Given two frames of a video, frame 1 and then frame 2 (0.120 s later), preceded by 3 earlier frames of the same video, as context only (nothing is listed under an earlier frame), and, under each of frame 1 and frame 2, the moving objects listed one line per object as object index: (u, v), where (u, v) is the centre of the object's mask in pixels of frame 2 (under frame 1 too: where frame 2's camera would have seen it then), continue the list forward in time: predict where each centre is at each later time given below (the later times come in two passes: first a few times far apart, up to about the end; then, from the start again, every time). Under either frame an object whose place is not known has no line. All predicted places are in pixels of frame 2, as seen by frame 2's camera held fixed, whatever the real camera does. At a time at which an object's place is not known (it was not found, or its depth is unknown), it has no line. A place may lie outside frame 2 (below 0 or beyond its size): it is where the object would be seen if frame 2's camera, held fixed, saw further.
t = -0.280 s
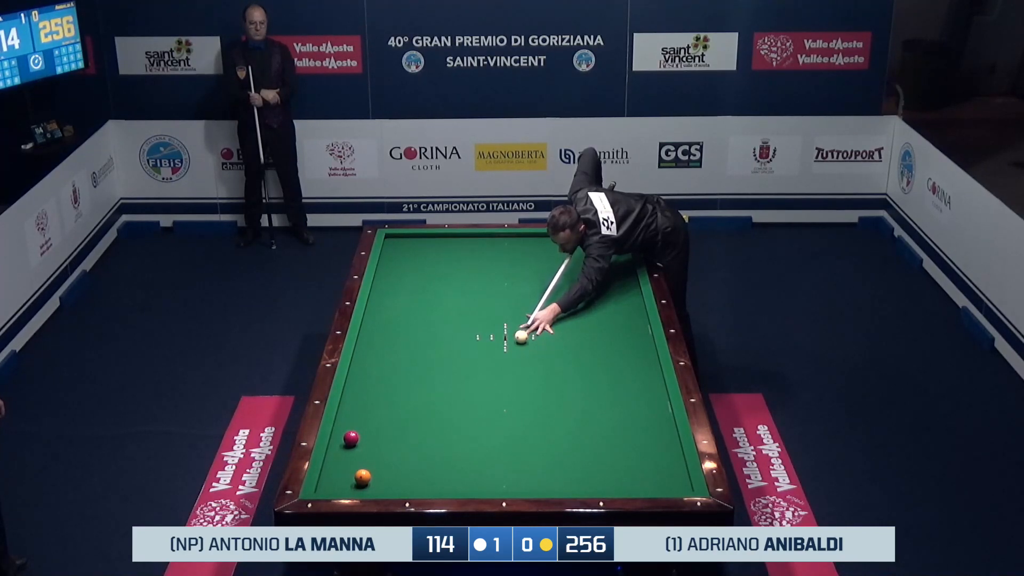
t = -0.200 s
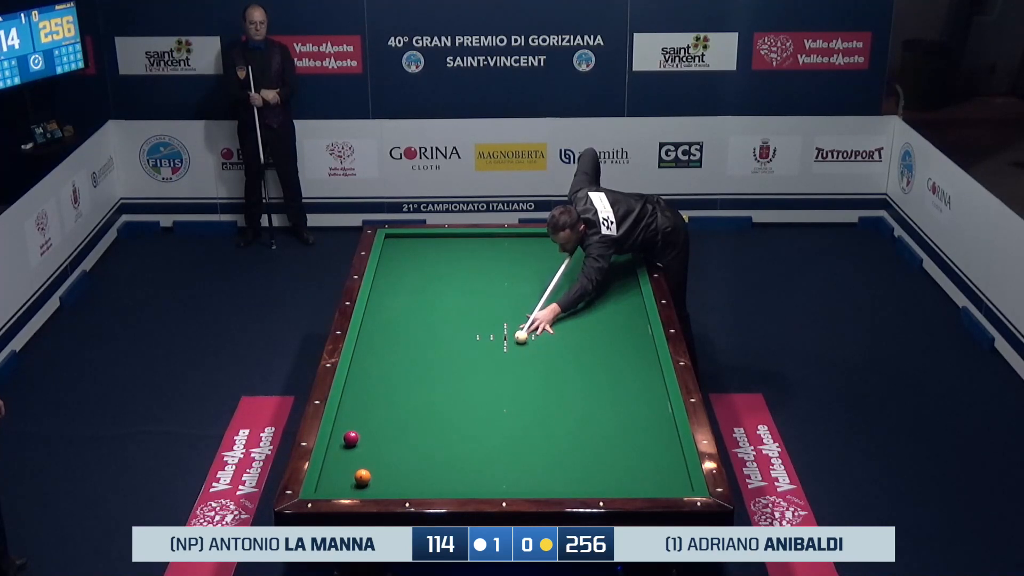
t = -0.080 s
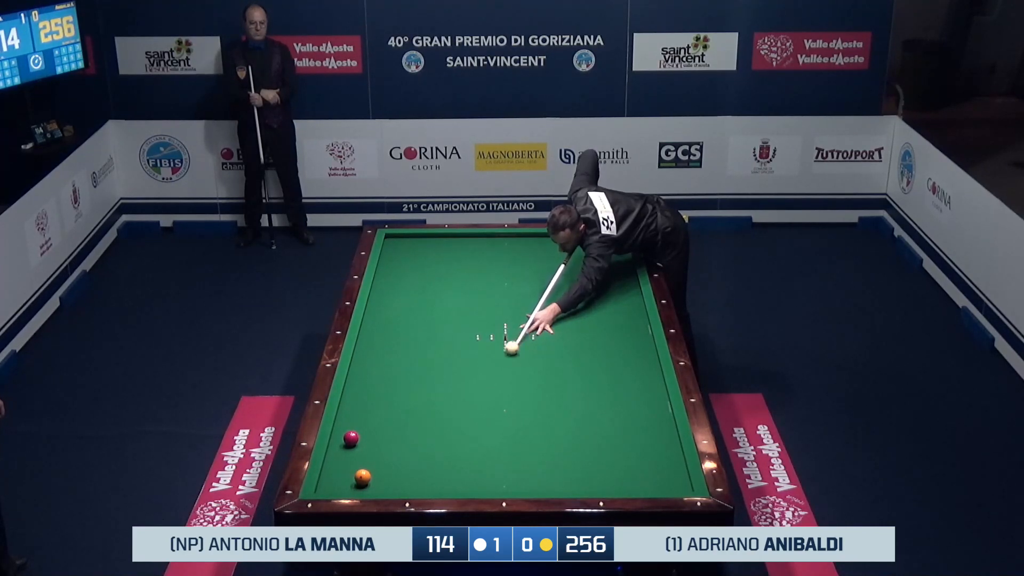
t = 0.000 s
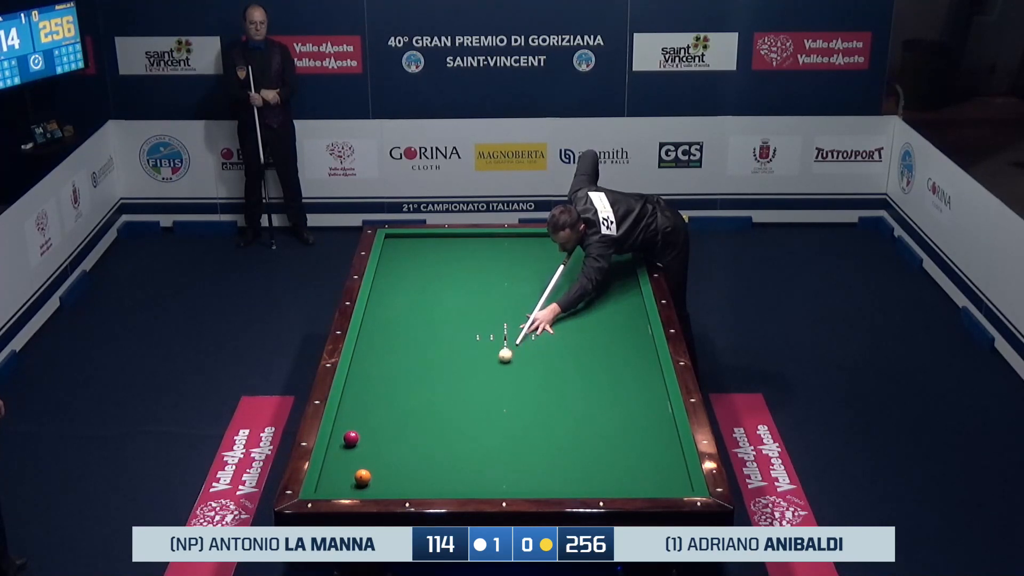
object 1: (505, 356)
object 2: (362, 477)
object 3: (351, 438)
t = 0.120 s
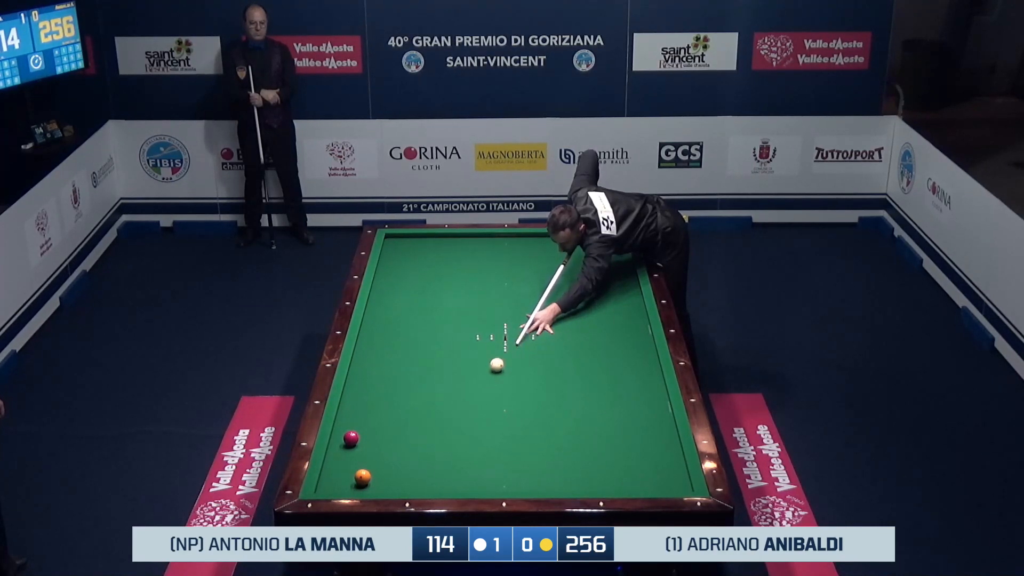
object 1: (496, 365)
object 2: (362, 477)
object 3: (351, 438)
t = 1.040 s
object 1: (440, 423)
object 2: (362, 477)
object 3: (351, 438)
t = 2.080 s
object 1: (368, 486)
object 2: (362, 476)
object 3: (351, 438)
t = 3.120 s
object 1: (326, 481)
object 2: (344, 450)
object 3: (351, 438)
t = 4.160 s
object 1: (345, 474)
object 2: (343, 439)
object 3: (357, 434)
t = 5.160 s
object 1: (352, 471)
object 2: (345, 437)
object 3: (362, 430)
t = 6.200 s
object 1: (353, 471)
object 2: (345, 437)
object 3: (362, 430)
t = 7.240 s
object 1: (353, 471)
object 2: (344, 437)
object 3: (362, 430)
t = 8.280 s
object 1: (353, 471)
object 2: (344, 437)
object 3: (363, 429)
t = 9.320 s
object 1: (353, 471)
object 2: (344, 437)
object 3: (363, 429)
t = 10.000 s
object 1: (353, 471)
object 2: (344, 437)
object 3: (363, 429)
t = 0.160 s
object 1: (494, 368)
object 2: (363, 477)
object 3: (351, 438)
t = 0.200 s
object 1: (491, 371)
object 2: (362, 477)
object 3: (351, 438)
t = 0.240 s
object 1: (489, 373)
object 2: (362, 477)
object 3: (351, 438)
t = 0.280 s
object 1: (487, 376)
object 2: (362, 477)
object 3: (351, 438)
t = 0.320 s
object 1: (484, 378)
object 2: (362, 477)
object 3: (351, 438)
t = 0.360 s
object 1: (482, 380)
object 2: (362, 477)
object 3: (351, 438)
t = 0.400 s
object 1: (480, 383)
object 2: (362, 477)
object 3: (351, 438)
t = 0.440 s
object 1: (477, 385)
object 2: (362, 477)
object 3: (351, 438)
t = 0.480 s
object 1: (475, 388)
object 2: (362, 477)
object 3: (351, 438)
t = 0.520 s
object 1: (472, 390)
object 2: (362, 477)
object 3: (351, 438)
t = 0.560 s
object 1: (470, 393)
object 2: (362, 477)
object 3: (351, 438)
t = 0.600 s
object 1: (467, 395)
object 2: (362, 477)
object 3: (351, 438)
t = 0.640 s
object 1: (465, 397)
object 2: (362, 477)
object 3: (351, 438)
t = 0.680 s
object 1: (462, 400)
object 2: (362, 477)
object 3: (351, 438)
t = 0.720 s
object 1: (460, 403)
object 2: (363, 477)
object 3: (351, 438)
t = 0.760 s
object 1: (457, 405)
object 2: (363, 477)
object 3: (351, 438)
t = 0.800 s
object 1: (455, 408)
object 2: (363, 477)
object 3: (351, 438)
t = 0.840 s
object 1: (452, 410)
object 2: (362, 477)
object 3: (351, 438)
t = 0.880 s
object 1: (450, 413)
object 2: (363, 477)
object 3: (351, 438)
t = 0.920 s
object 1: (447, 415)
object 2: (362, 477)
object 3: (351, 438)
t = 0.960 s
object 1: (445, 418)
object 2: (363, 477)
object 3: (351, 438)
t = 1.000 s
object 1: (442, 421)
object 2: (362, 477)
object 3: (351, 438)
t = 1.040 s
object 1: (440, 423)
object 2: (362, 477)
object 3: (351, 438)
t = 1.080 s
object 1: (437, 426)
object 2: (363, 477)
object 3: (351, 438)
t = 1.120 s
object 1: (434, 428)
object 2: (362, 477)
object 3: (351, 438)
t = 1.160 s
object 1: (432, 431)
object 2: (362, 477)
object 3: (351, 438)
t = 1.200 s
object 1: (429, 434)
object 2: (362, 477)
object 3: (351, 438)
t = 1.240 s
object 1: (427, 437)
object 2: (362, 477)
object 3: (351, 438)
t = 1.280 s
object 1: (424, 439)
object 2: (362, 477)
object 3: (351, 438)
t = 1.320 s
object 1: (421, 442)
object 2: (362, 477)
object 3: (351, 438)
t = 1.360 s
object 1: (418, 445)
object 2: (362, 477)
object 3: (351, 438)
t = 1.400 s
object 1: (416, 448)
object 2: (362, 477)
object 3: (351, 438)
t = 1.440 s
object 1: (413, 450)
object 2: (362, 477)
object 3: (351, 438)
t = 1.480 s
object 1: (411, 453)
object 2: (362, 477)
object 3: (351, 438)
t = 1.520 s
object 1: (408, 456)
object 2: (362, 477)
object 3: (351, 438)
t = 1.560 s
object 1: (405, 458)
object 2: (362, 477)
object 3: (351, 438)
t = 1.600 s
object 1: (402, 461)
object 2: (362, 477)
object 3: (351, 438)
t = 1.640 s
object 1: (400, 464)
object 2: (362, 477)
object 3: (351, 438)
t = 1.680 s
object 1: (397, 467)
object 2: (363, 477)
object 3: (351, 438)
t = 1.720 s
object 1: (394, 470)
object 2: (362, 477)
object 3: (351, 438)
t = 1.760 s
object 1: (391, 473)
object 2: (362, 477)
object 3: (351, 438)
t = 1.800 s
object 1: (388, 476)
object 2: (363, 477)
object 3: (351, 438)
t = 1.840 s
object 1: (386, 479)
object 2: (362, 477)
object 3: (351, 438)
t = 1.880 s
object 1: (383, 481)
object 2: (362, 477)
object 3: (351, 438)
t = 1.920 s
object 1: (380, 483)
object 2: (362, 477)
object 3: (351, 438)
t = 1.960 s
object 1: (377, 485)
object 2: (362, 477)
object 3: (351, 438)
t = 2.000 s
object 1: (375, 487)
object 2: (362, 477)
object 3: (351, 438)
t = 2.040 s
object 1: (372, 487)
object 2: (362, 477)
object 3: (351, 438)
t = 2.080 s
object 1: (368, 486)
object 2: (362, 476)
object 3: (351, 438)
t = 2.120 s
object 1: (366, 485)
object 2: (362, 474)
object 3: (351, 438)
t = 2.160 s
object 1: (364, 485)
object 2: (361, 473)
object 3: (351, 438)
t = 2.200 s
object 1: (362, 485)
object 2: (360, 472)
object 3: (351, 438)
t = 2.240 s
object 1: (360, 485)
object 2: (360, 471)
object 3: (351, 438)
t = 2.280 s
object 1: (358, 485)
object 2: (359, 471)
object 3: (351, 438)
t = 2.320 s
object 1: (357, 484)
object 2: (358, 470)
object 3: (351, 438)
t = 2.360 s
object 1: (355, 484)
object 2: (358, 469)
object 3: (351, 438)
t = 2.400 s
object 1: (353, 484)
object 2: (357, 468)
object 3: (351, 438)
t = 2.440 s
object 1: (351, 484)
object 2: (356, 468)
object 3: (351, 438)
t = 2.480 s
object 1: (350, 484)
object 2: (355, 467)
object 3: (351, 438)
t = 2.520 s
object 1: (348, 484)
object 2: (354, 466)
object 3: (351, 438)
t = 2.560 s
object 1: (346, 483)
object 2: (354, 464)
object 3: (351, 438)
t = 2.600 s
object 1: (344, 484)
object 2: (353, 463)
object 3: (351, 438)
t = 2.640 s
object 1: (343, 483)
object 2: (352, 462)
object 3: (351, 438)
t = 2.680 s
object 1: (341, 483)
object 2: (352, 461)
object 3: (351, 438)
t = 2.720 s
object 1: (339, 483)
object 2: (351, 460)
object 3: (351, 438)
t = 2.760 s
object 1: (338, 483)
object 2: (350, 459)
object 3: (351, 438)
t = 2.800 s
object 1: (336, 483)
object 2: (350, 458)
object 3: (351, 438)
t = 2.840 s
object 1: (335, 483)
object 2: (349, 457)
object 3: (351, 438)
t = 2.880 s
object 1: (333, 482)
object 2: (348, 456)
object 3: (351, 439)
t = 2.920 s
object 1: (332, 482)
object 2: (348, 455)
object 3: (351, 438)
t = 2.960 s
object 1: (330, 482)
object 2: (347, 454)
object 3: (351, 438)
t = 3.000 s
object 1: (328, 482)
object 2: (346, 453)
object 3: (351, 438)
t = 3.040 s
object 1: (327, 482)
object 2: (346, 452)
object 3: (351, 438)
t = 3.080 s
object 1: (325, 482)
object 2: (345, 451)
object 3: (351, 438)
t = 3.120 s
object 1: (326, 481)
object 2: (344, 450)
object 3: (351, 438)
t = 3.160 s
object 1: (327, 481)
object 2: (344, 449)
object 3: (351, 438)
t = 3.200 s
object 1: (328, 481)
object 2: (343, 448)
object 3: (352, 438)
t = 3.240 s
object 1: (329, 480)
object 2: (342, 447)
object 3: (352, 438)
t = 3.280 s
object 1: (330, 480)
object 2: (342, 447)
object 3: (352, 438)
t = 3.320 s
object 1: (331, 480)
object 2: (341, 446)
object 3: (352, 438)
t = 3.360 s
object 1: (331, 479)
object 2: (340, 445)
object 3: (352, 438)
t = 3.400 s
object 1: (332, 479)
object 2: (340, 444)
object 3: (352, 438)
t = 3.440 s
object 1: (333, 479)
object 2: (339, 444)
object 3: (352, 438)
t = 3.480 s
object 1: (334, 478)
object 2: (338, 443)
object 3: (352, 438)
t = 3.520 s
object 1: (335, 478)
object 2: (337, 443)
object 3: (352, 438)
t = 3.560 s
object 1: (335, 478)
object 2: (336, 442)
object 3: (352, 438)
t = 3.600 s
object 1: (336, 478)
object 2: (337, 441)
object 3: (353, 437)
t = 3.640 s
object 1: (337, 477)
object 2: (338, 441)
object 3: (353, 437)
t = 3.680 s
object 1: (337, 477)
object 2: (338, 441)
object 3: (353, 437)
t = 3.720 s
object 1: (338, 477)
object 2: (339, 441)
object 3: (354, 437)
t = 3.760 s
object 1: (339, 477)
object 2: (339, 441)
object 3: (354, 436)
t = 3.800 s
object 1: (339, 476)
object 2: (340, 440)
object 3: (354, 436)
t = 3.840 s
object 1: (340, 476)
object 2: (341, 440)
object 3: (355, 436)
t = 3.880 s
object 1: (341, 476)
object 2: (341, 440)
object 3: (355, 436)
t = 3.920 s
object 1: (341, 476)
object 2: (341, 439)
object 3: (355, 435)
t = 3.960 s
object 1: (342, 476)
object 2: (341, 439)
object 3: (356, 435)
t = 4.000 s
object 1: (342, 475)
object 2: (342, 439)
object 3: (356, 435)
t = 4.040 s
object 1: (343, 475)
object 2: (342, 439)
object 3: (356, 434)
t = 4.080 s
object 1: (344, 475)
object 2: (342, 439)
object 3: (357, 434)
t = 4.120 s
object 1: (344, 474)
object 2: (342, 439)
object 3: (357, 434)
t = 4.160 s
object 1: (345, 474)
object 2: (343, 439)
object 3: (357, 434)
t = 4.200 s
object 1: (345, 474)
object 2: (343, 439)
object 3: (358, 433)
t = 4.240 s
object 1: (346, 474)
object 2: (343, 438)
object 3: (358, 433)
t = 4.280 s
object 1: (346, 474)
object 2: (343, 438)
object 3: (358, 433)
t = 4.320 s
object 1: (346, 474)
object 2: (344, 438)
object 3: (359, 433)
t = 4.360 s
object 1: (347, 473)
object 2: (344, 438)
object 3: (359, 432)
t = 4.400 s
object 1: (347, 473)
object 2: (344, 438)
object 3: (359, 432)
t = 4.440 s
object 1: (348, 473)
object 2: (344, 438)
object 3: (359, 432)
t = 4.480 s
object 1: (348, 473)
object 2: (344, 438)
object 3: (360, 432)
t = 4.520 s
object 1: (348, 473)
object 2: (344, 438)
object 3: (360, 432)
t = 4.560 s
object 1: (349, 473)
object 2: (345, 437)
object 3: (360, 432)
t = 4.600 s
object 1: (349, 473)
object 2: (345, 437)
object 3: (360, 431)
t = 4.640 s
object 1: (349, 473)
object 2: (345, 437)
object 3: (361, 431)
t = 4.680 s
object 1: (350, 472)
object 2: (345, 437)
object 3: (361, 431)
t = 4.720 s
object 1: (350, 472)
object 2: (345, 437)
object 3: (361, 431)
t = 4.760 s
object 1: (350, 472)
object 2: (345, 437)
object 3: (361, 431)
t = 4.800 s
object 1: (351, 472)
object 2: (345, 437)
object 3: (361, 430)
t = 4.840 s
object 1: (351, 472)
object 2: (345, 437)
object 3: (361, 431)
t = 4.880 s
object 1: (351, 472)
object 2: (345, 437)
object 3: (361, 431)
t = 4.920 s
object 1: (351, 472)
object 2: (345, 437)
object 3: (361, 430)
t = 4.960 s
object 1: (351, 471)
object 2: (345, 437)
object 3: (361, 430)
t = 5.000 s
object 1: (352, 471)
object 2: (345, 437)
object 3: (362, 430)
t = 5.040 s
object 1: (352, 471)
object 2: (345, 437)
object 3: (362, 430)
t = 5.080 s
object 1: (352, 471)
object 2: (345, 437)
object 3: (362, 430)
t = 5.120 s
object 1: (352, 471)
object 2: (345, 437)
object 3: (362, 430)
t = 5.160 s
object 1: (352, 471)
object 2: (345, 437)
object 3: (362, 430)
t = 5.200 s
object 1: (352, 471)
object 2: (345, 437)
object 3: (362, 430)
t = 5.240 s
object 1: (352, 471)
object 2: (345, 437)
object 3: (362, 430)
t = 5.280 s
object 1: (353, 471)
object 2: (345, 437)
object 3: (362, 430)
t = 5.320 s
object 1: (353, 471)
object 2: (345, 437)
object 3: (362, 430)
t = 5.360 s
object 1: (353, 471)
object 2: (345, 437)
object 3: (362, 430)
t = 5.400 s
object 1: (353, 471)
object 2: (345, 437)
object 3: (362, 430)
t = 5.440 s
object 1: (353, 471)
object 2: (345, 437)
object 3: (362, 430)
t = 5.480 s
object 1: (353, 471)
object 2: (345, 437)
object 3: (362, 430)
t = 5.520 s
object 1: (353, 471)
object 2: (345, 437)
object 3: (362, 429)
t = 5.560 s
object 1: (353, 471)
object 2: (345, 437)
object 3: (362, 430)
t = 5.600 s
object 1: (353, 471)
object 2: (344, 437)
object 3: (362, 430)
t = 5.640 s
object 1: (353, 471)
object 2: (344, 437)
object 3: (362, 430)
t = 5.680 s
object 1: (353, 471)
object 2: (344, 437)
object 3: (362, 430)
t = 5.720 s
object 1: (353, 471)
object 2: (345, 437)
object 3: (362, 430)
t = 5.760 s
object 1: (353, 471)
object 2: (345, 437)
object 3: (362, 430)
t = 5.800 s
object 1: (353, 471)
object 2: (345, 437)
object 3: (362, 430)
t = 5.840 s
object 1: (353, 471)
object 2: (345, 437)
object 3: (362, 430)
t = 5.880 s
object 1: (353, 471)
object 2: (345, 437)
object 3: (362, 430)
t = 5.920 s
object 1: (353, 471)
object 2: (345, 437)
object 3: (362, 430)
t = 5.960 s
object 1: (353, 471)
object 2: (345, 437)
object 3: (362, 430)
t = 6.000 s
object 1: (353, 471)
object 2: (345, 437)
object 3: (362, 430)
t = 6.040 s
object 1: (353, 471)
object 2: (345, 437)
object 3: (362, 430)
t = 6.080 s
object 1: (353, 471)
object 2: (345, 437)
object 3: (362, 430)
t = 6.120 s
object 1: (353, 471)
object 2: (345, 437)
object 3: (362, 430)
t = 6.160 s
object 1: (353, 471)
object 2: (345, 437)
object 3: (362, 430)
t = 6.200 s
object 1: (353, 471)
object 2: (345, 437)
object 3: (362, 430)
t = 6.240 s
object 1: (353, 471)
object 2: (345, 437)
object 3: (362, 430)
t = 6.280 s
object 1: (353, 471)
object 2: (345, 437)
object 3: (362, 430)
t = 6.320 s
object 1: (353, 471)
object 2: (345, 437)
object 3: (362, 430)
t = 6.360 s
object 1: (353, 471)
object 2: (345, 437)
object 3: (362, 430)
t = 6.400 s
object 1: (353, 471)
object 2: (345, 437)
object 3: (362, 430)
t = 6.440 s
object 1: (353, 471)
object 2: (345, 437)
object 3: (362, 430)
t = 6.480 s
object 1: (353, 471)
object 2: (345, 437)
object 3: (362, 430)
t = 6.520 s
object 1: (353, 471)
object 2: (345, 437)
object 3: (362, 430)
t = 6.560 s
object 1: (353, 471)
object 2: (345, 437)
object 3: (362, 430)
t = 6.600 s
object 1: (353, 471)
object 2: (345, 437)
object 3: (362, 430)
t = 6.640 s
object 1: (353, 471)
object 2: (345, 437)
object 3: (362, 430)
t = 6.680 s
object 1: (353, 471)
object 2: (345, 437)
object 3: (362, 430)
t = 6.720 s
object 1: (353, 471)
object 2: (344, 437)
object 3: (362, 430)
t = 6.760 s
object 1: (353, 471)
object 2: (345, 437)
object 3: (362, 430)
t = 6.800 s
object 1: (353, 471)
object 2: (345, 437)
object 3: (362, 430)
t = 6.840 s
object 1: (353, 471)
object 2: (345, 437)
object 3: (362, 430)
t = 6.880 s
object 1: (353, 471)
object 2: (345, 437)
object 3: (362, 430)
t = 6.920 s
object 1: (353, 471)
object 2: (345, 437)
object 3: (362, 430)
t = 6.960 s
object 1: (353, 471)
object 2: (344, 437)
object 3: (362, 430)
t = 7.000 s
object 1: (353, 471)
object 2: (344, 437)
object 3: (362, 430)
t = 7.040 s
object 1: (353, 471)
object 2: (344, 437)
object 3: (362, 430)
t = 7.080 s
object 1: (353, 471)
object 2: (344, 437)
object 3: (362, 430)
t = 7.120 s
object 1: (353, 471)
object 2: (344, 437)
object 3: (362, 430)
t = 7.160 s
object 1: (353, 471)
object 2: (344, 437)
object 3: (362, 430)
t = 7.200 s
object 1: (353, 471)
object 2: (344, 437)
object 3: (362, 430)
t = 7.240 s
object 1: (353, 471)
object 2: (344, 437)
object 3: (362, 430)
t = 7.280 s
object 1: (353, 471)
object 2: (344, 437)
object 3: (362, 430)
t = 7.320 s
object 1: (353, 471)
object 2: (344, 437)
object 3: (362, 430)
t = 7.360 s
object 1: (353, 471)
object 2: (344, 437)
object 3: (362, 430)
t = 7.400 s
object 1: (353, 471)
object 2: (344, 437)
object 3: (362, 430)
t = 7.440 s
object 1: (353, 471)
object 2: (344, 437)
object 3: (362, 430)
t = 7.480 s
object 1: (353, 471)
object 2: (344, 437)
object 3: (362, 429)
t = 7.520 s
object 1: (353, 471)
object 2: (344, 437)
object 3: (363, 429)
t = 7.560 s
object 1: (353, 471)
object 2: (344, 437)
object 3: (362, 429)
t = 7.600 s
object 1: (353, 471)
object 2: (344, 437)
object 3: (362, 429)
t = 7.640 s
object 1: (353, 471)
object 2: (344, 437)
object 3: (362, 429)
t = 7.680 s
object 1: (353, 471)
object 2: (344, 437)
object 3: (362, 429)
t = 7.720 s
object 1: (353, 471)
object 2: (344, 437)
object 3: (363, 429)
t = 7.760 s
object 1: (353, 471)
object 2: (344, 437)
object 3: (363, 429)
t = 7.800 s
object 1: (353, 471)
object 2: (344, 437)
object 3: (363, 429)
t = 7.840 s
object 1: (353, 471)
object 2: (344, 437)
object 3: (363, 429)
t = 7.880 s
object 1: (353, 471)
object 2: (344, 437)
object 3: (362, 429)
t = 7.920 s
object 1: (353, 471)
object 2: (344, 437)
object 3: (362, 429)
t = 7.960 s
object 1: (353, 471)
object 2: (344, 437)
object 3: (362, 429)
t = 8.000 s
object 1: (353, 471)
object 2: (344, 437)
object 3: (362, 429)
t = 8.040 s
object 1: (353, 471)
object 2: (344, 437)
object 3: (363, 429)
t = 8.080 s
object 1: (353, 471)
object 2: (344, 437)
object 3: (362, 429)
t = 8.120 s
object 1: (353, 471)
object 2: (344, 437)
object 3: (363, 429)
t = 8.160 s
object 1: (353, 471)
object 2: (344, 437)
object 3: (363, 429)
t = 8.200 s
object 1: (353, 471)
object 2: (344, 437)
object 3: (363, 429)
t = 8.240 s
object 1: (353, 471)
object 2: (344, 437)
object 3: (362, 429)
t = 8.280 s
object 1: (353, 471)
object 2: (344, 437)
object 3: (363, 429)
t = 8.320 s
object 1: (353, 471)
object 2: (344, 437)
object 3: (363, 429)
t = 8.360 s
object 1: (353, 471)
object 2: (344, 437)
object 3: (363, 429)
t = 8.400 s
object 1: (353, 471)
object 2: (344, 437)
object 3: (363, 429)
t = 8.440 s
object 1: (353, 471)
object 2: (344, 437)
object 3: (363, 429)
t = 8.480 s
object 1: (353, 471)
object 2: (344, 437)
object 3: (363, 429)
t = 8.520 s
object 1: (353, 471)
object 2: (344, 437)
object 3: (363, 429)
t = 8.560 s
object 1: (353, 471)
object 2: (344, 437)
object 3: (363, 429)
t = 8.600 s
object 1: (353, 471)
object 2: (344, 437)
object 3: (363, 429)
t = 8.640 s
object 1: (353, 471)
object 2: (344, 437)
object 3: (363, 429)
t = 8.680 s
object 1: (353, 471)
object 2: (344, 437)
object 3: (363, 429)
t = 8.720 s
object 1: (353, 471)
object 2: (344, 437)
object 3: (363, 429)
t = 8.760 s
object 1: (353, 471)
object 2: (344, 437)
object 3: (363, 429)
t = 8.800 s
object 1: (353, 471)
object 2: (344, 437)
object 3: (363, 429)
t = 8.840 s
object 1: (353, 471)
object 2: (344, 437)
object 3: (363, 429)
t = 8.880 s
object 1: (353, 471)
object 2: (344, 437)
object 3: (363, 429)
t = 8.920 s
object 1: (353, 471)
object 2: (344, 437)
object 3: (363, 429)
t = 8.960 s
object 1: (353, 471)
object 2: (344, 437)
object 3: (362, 429)
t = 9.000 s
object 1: (353, 471)
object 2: (344, 437)
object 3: (363, 429)
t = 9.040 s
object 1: (353, 471)
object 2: (344, 437)
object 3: (363, 429)
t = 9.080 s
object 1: (353, 471)
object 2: (344, 437)
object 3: (363, 429)
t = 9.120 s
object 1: (353, 471)
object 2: (344, 437)
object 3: (363, 429)
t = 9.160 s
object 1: (353, 471)
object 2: (344, 437)
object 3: (363, 429)
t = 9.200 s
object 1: (353, 471)
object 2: (344, 437)
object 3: (363, 429)
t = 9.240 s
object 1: (353, 471)
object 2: (344, 437)
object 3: (363, 429)
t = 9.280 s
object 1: (353, 471)
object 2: (344, 437)
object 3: (363, 429)
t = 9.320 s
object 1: (353, 471)
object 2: (344, 437)
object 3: (363, 429)
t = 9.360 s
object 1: (353, 471)
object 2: (344, 437)
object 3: (363, 429)
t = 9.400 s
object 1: (353, 471)
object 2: (344, 437)
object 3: (363, 429)
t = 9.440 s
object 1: (353, 471)
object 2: (344, 437)
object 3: (362, 429)
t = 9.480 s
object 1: (353, 471)
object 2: (344, 437)
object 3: (362, 429)
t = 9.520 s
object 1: (353, 471)
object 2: (344, 437)
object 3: (363, 429)
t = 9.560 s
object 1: (353, 471)
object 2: (344, 437)
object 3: (363, 429)
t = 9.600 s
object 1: (353, 471)
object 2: (344, 437)
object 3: (363, 429)
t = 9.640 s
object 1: (353, 471)
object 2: (344, 437)
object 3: (363, 429)
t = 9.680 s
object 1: (353, 471)
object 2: (344, 437)
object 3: (363, 429)
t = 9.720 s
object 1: (353, 471)
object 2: (344, 437)
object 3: (363, 429)
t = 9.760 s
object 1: (353, 471)
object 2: (344, 437)
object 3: (363, 429)
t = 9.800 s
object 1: (353, 471)
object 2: (344, 437)
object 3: (362, 429)
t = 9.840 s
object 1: (353, 471)
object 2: (344, 437)
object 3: (362, 429)
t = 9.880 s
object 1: (353, 471)
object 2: (344, 437)
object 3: (362, 429)
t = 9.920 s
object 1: (353, 471)
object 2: (344, 437)
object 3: (362, 429)
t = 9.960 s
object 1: (353, 471)
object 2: (344, 437)
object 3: (363, 429)
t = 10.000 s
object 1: (353, 471)
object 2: (344, 437)
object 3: (363, 429)
